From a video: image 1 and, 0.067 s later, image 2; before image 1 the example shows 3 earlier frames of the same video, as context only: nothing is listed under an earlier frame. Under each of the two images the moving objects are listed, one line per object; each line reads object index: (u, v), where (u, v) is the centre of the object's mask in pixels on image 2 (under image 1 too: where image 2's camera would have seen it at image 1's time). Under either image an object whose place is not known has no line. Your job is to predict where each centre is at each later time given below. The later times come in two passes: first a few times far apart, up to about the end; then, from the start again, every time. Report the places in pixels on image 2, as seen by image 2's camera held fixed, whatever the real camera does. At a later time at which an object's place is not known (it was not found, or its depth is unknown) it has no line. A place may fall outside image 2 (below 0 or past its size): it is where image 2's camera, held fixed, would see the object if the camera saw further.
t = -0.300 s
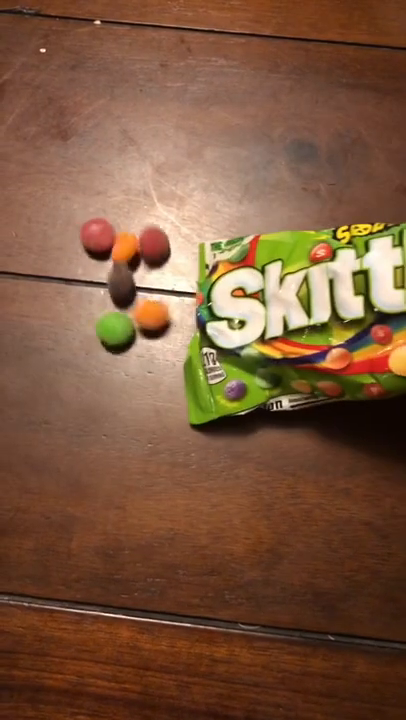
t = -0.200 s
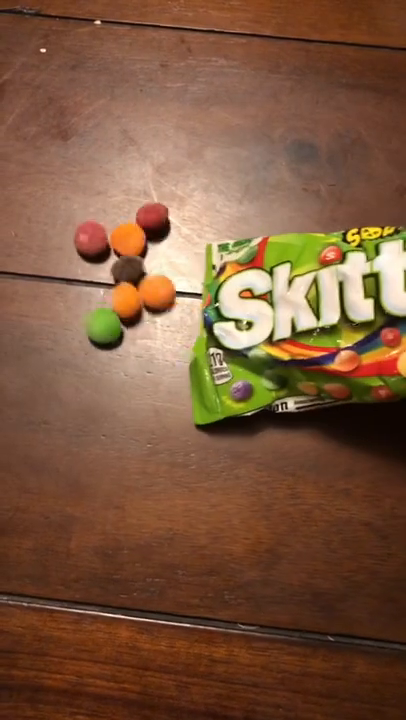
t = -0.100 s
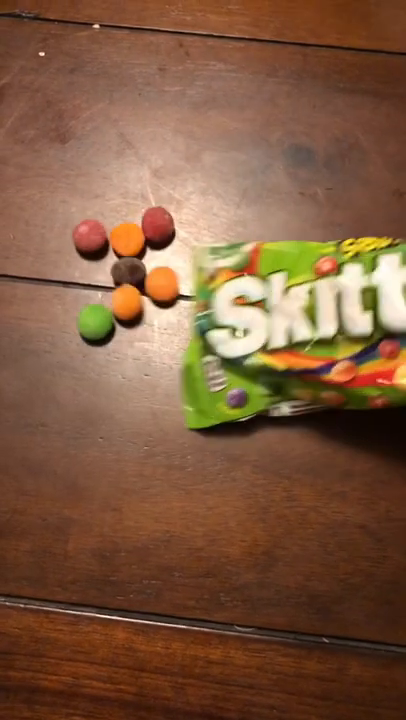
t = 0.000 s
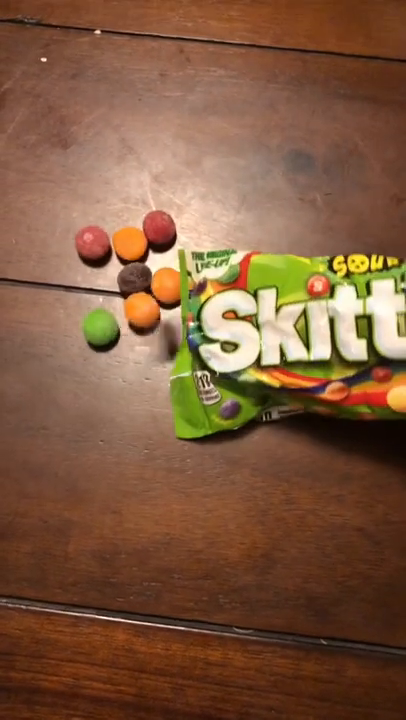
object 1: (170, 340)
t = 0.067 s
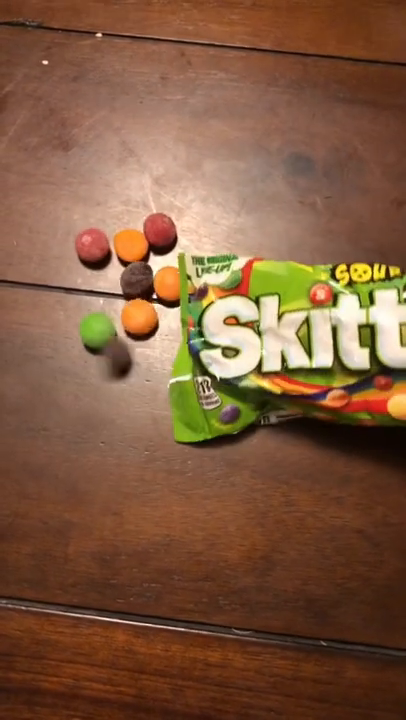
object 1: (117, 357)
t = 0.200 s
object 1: (79, 397)
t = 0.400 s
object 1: (108, 422)
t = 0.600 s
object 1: (98, 409)
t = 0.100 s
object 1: (102, 367)
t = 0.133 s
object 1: (91, 375)
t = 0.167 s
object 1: (84, 386)
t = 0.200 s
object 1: (79, 397)
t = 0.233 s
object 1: (77, 409)
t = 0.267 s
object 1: (83, 417)
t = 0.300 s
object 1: (89, 424)
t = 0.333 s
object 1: (95, 429)
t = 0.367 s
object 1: (103, 428)
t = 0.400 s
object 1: (108, 422)
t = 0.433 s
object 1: (110, 418)
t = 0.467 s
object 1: (109, 413)
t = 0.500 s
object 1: (106, 410)
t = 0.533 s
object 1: (101, 408)
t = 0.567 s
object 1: (99, 408)
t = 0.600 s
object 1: (98, 409)
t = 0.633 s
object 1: (98, 410)
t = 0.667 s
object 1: (98, 410)
